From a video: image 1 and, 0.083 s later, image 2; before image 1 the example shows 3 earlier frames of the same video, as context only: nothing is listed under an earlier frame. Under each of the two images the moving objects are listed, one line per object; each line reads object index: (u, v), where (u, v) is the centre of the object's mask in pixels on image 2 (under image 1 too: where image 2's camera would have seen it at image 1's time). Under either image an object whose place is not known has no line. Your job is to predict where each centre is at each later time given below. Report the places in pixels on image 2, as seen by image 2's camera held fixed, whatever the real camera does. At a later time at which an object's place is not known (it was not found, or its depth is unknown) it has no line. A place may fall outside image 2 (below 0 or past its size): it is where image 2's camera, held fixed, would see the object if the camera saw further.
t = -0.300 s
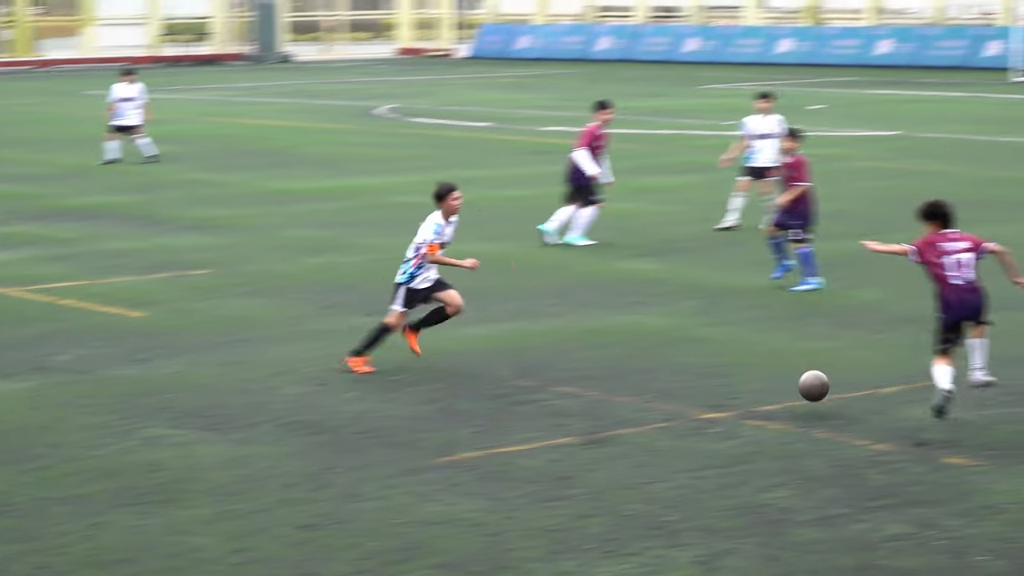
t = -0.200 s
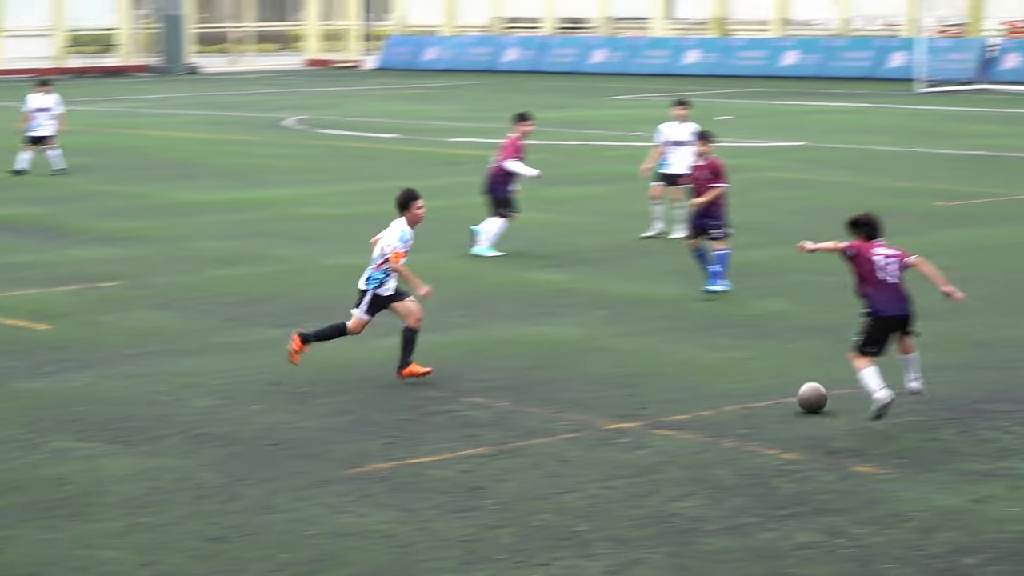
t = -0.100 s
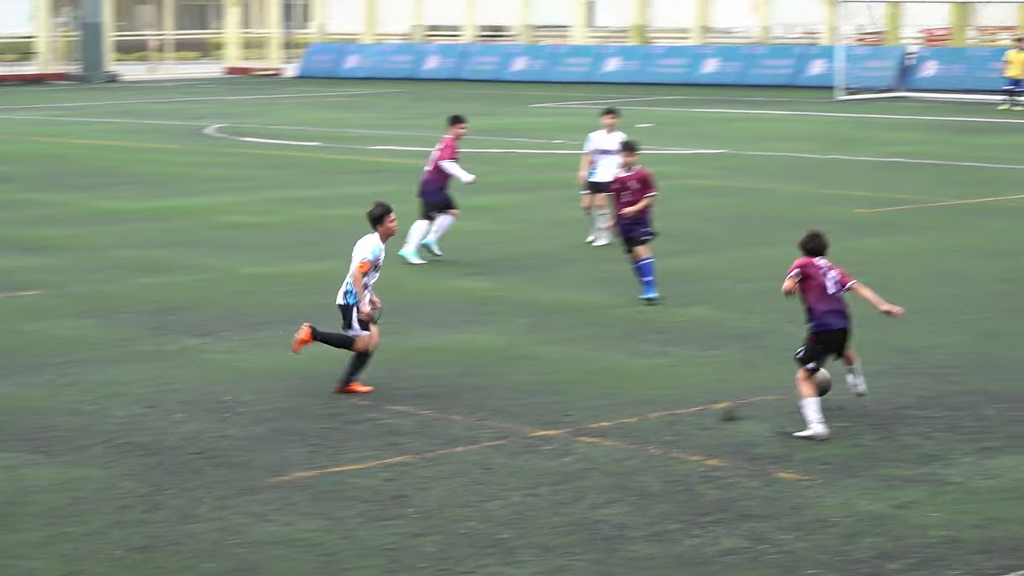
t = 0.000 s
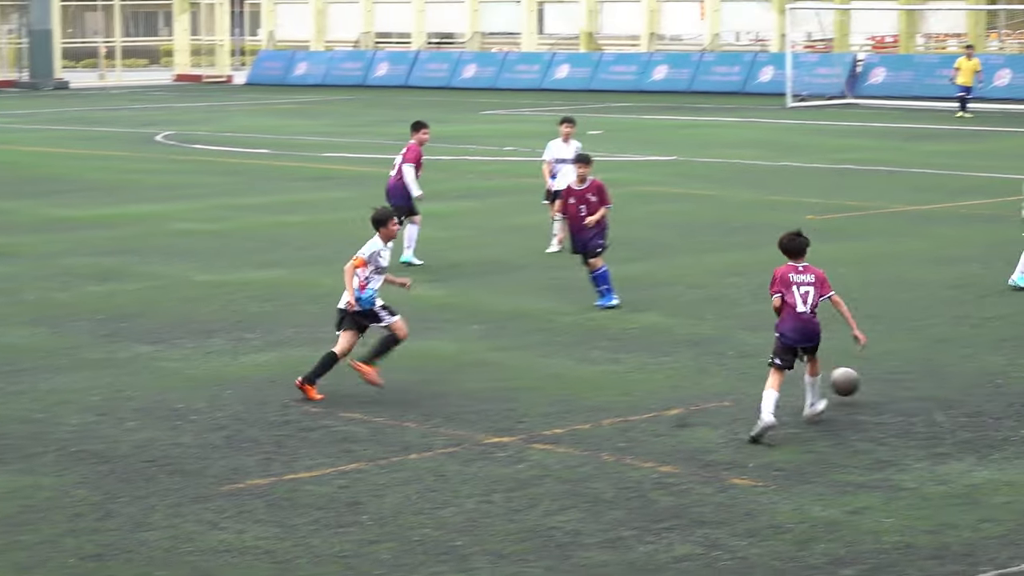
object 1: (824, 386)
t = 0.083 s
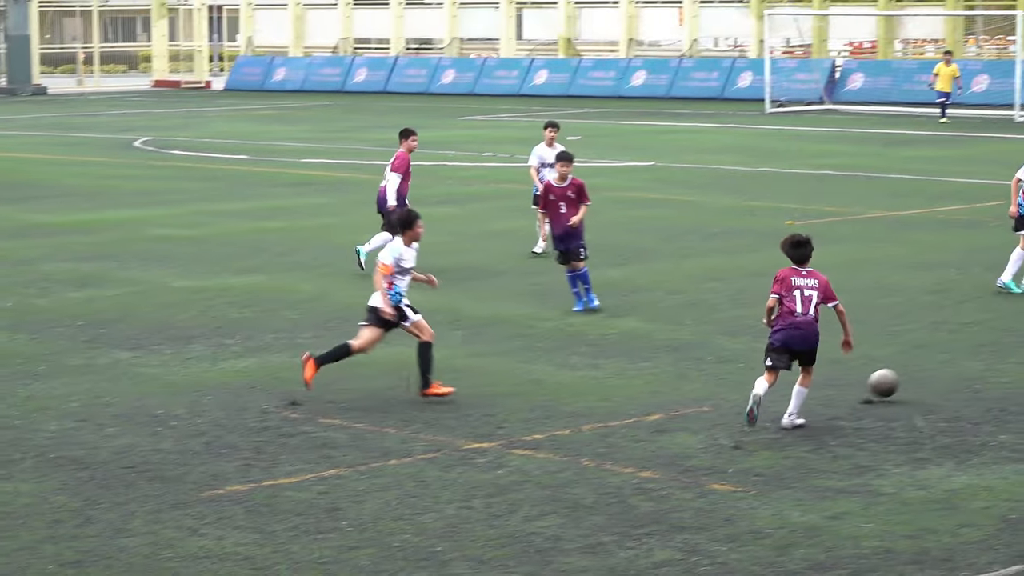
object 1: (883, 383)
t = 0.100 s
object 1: (894, 379)
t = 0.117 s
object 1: (906, 375)
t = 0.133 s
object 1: (917, 372)
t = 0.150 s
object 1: (928, 369)
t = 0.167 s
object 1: (939, 366)
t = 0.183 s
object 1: (950, 364)
